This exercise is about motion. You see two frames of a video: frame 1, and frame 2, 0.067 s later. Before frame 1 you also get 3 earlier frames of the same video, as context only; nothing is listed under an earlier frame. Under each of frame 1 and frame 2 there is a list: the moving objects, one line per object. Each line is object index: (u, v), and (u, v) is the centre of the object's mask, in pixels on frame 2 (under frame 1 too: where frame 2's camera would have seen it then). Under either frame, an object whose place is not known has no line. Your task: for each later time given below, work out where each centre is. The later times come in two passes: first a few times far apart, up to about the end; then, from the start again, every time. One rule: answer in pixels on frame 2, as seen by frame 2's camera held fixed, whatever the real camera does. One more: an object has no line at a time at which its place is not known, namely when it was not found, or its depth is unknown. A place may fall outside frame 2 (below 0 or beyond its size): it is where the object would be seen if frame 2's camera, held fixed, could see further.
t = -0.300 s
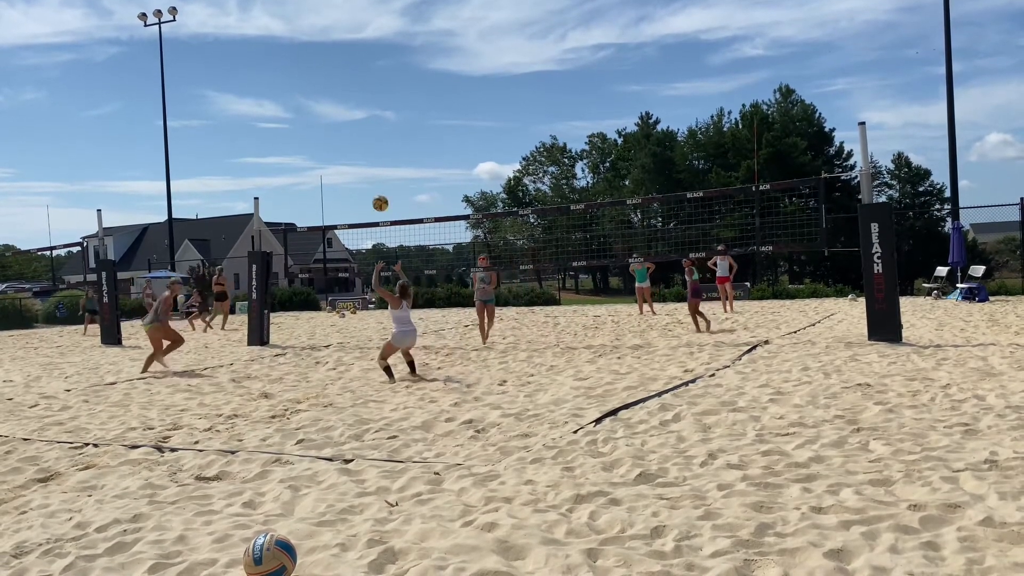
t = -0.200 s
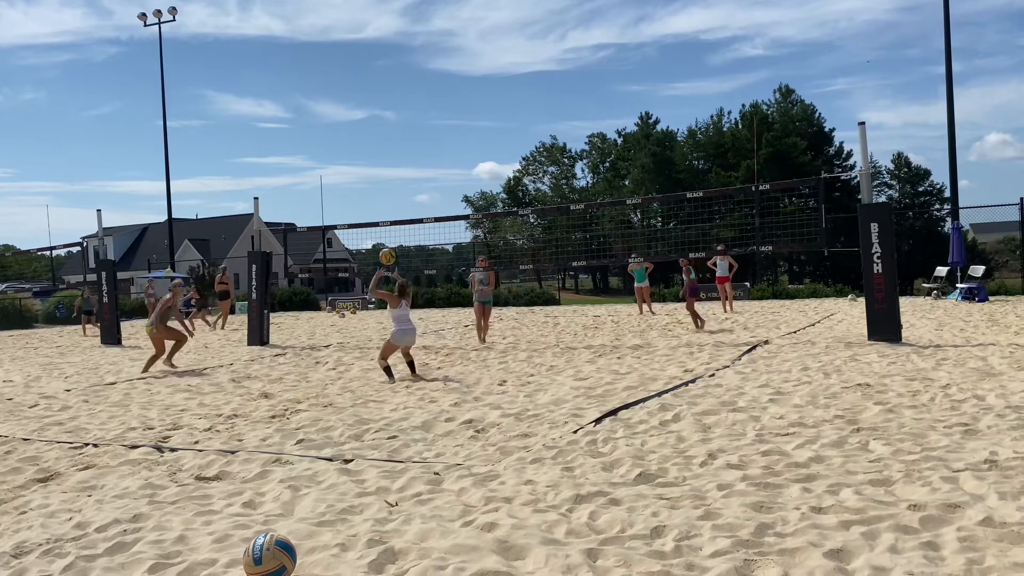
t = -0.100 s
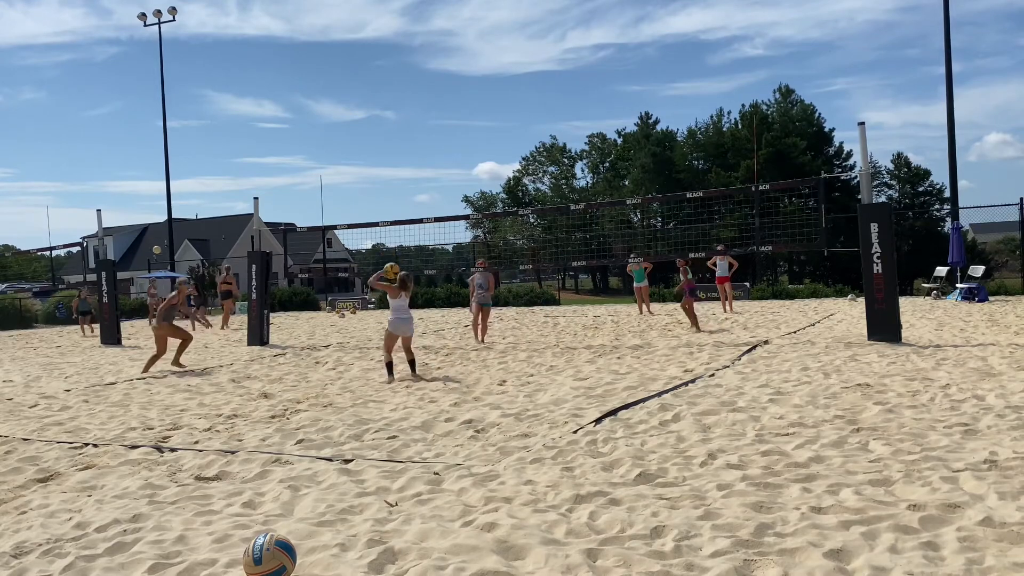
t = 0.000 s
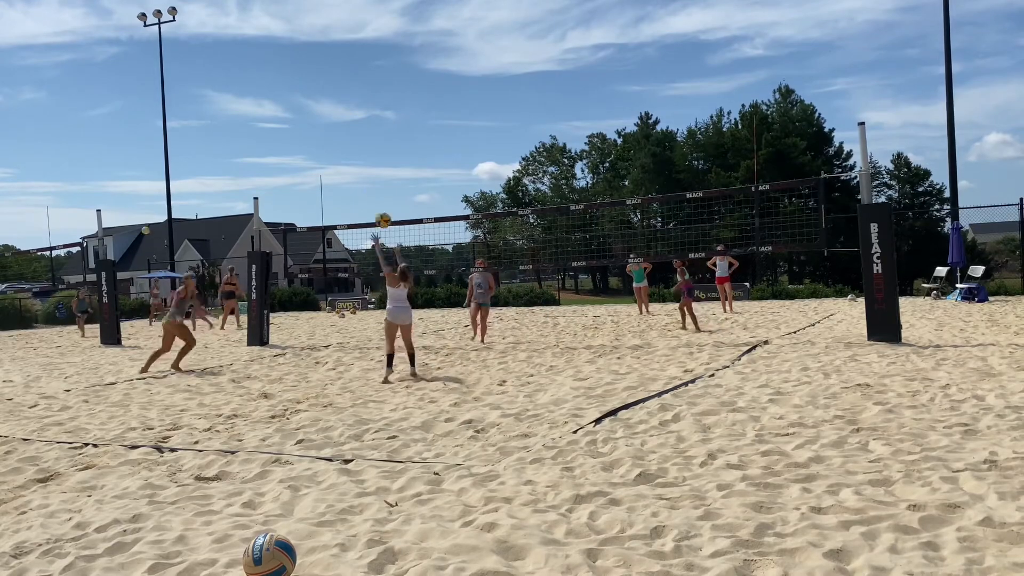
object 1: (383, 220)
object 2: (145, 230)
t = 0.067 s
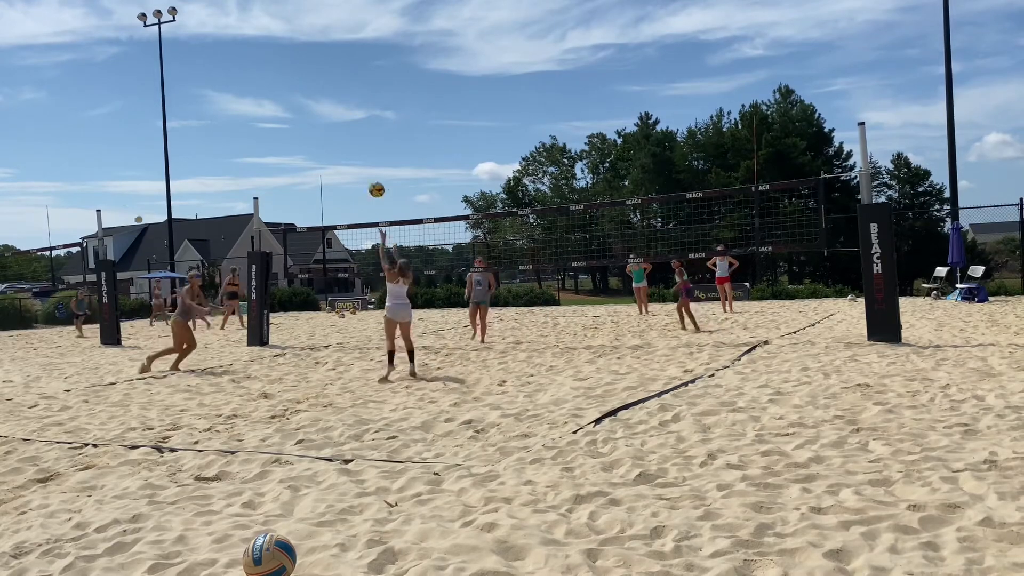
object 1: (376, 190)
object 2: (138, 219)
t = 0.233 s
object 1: (362, 131)
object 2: (121, 199)
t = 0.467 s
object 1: (345, 89)
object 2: (100, 185)
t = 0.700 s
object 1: (330, 81)
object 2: (79, 189)
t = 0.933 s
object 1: (318, 105)
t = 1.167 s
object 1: (309, 158)
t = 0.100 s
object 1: (374, 176)
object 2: (135, 214)
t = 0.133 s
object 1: (371, 163)
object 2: (131, 210)
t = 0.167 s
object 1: (368, 152)
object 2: (128, 206)
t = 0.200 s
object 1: (365, 141)
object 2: (124, 202)
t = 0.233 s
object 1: (362, 131)
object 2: (121, 199)
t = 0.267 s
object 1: (360, 127)
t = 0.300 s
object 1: (358, 118)
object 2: (116, 194)
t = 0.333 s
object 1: (355, 111)
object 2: (112, 191)
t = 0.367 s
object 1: (353, 104)
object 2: (109, 189)
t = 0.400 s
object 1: (350, 99)
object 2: (106, 187)
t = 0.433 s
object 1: (348, 94)
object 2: (103, 186)
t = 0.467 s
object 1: (345, 89)
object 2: (100, 185)
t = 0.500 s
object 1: (343, 86)
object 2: (97, 184)
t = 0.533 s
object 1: (341, 83)
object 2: (94, 184)
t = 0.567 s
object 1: (338, 81)
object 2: (91, 184)
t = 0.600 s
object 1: (336, 80)
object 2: (88, 185)
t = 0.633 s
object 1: (334, 80)
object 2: (85, 185)
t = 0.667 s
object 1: (332, 80)
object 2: (81, 187)
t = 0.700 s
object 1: (330, 81)
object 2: (79, 189)
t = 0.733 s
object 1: (328, 82)
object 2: (76, 191)
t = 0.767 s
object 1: (326, 85)
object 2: (73, 193)
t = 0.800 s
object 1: (324, 88)
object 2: (70, 196)
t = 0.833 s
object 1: (323, 91)
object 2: (67, 199)
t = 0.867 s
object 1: (321, 95)
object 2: (64, 202)
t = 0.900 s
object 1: (320, 100)
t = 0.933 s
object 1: (318, 105)
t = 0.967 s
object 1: (317, 111)
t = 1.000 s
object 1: (315, 118)
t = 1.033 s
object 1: (314, 125)
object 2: (50, 225)
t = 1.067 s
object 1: (313, 132)
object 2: (47, 231)
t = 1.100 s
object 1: (311, 141)
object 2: (44, 237)
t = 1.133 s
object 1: (310, 149)
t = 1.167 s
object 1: (309, 158)
